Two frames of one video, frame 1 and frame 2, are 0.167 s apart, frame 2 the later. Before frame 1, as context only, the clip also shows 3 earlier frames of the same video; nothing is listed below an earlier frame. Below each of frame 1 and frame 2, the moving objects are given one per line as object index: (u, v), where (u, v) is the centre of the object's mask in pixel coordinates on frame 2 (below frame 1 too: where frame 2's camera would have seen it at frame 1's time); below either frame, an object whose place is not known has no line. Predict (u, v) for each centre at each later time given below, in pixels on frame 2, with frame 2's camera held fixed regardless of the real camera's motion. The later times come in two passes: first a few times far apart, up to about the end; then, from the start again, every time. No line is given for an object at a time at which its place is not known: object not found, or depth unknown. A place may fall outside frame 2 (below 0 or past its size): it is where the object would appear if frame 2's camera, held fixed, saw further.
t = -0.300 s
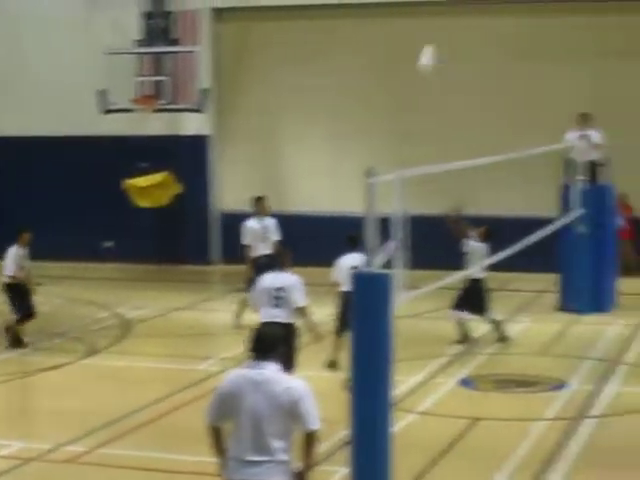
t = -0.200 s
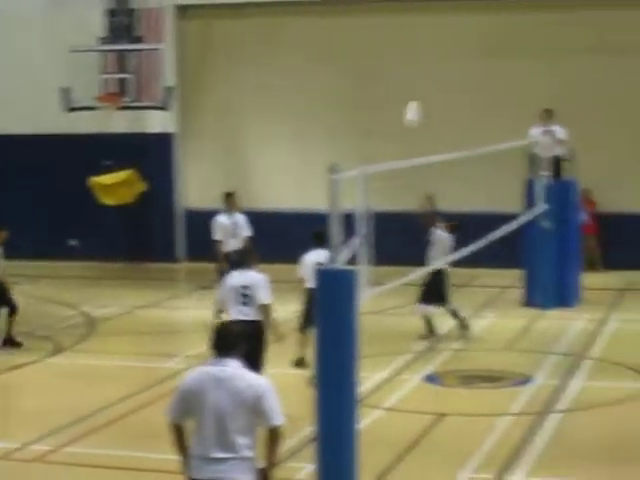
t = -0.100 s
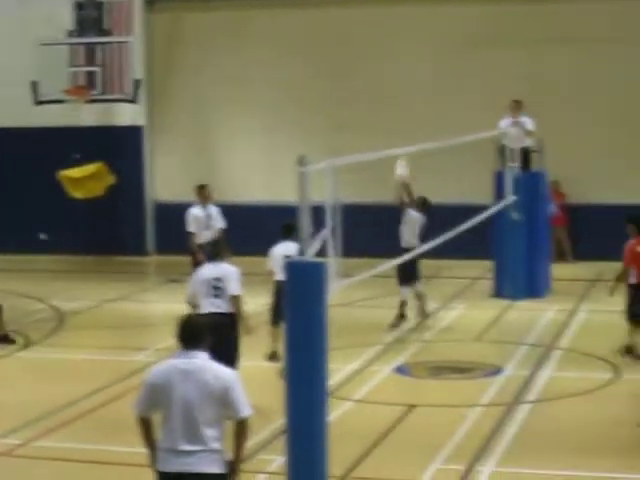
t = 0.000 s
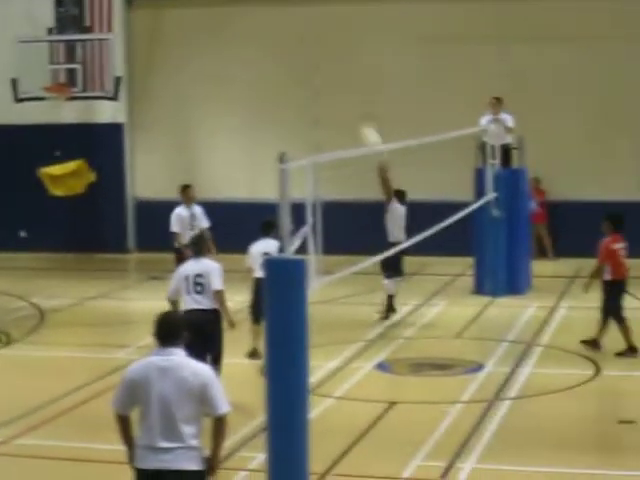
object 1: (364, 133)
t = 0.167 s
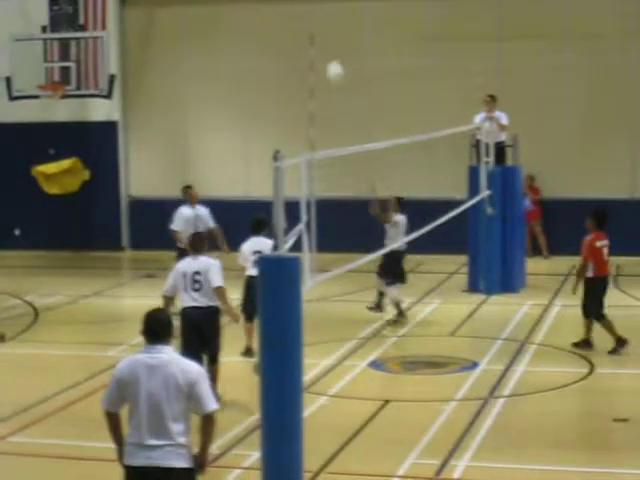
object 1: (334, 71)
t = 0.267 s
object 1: (317, 45)
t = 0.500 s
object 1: (275, 12)
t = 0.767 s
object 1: (231, 25)
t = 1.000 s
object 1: (196, 78)
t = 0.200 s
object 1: (329, 60)
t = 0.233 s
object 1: (323, 52)
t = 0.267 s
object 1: (317, 45)
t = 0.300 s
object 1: (311, 37)
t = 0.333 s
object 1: (304, 30)
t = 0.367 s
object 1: (298, 25)
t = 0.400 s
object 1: (292, 20)
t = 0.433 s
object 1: (286, 16)
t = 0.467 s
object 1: (281, 14)
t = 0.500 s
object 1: (275, 12)
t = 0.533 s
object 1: (269, 11)
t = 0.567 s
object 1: (263, 10)
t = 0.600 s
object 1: (257, 10)
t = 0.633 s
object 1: (253, 11)
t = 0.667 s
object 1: (247, 13)
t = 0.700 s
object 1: (242, 16)
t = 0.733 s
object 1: (236, 20)
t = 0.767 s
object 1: (231, 25)
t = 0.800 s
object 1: (226, 30)
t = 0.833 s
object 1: (220, 36)
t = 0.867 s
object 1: (215, 43)
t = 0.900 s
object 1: (210, 50)
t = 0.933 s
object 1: (206, 59)
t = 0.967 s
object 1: (201, 68)
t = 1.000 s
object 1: (196, 78)
